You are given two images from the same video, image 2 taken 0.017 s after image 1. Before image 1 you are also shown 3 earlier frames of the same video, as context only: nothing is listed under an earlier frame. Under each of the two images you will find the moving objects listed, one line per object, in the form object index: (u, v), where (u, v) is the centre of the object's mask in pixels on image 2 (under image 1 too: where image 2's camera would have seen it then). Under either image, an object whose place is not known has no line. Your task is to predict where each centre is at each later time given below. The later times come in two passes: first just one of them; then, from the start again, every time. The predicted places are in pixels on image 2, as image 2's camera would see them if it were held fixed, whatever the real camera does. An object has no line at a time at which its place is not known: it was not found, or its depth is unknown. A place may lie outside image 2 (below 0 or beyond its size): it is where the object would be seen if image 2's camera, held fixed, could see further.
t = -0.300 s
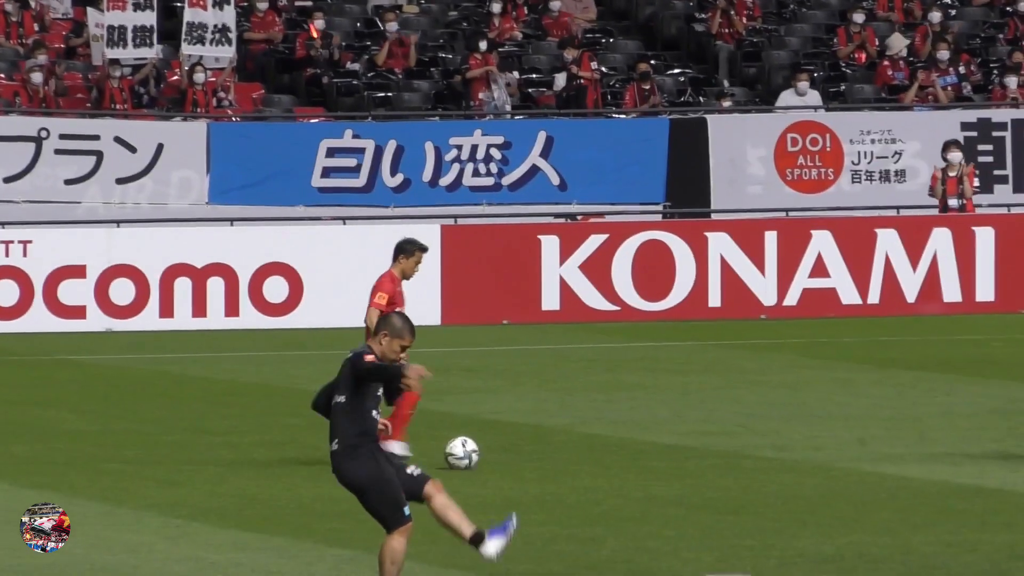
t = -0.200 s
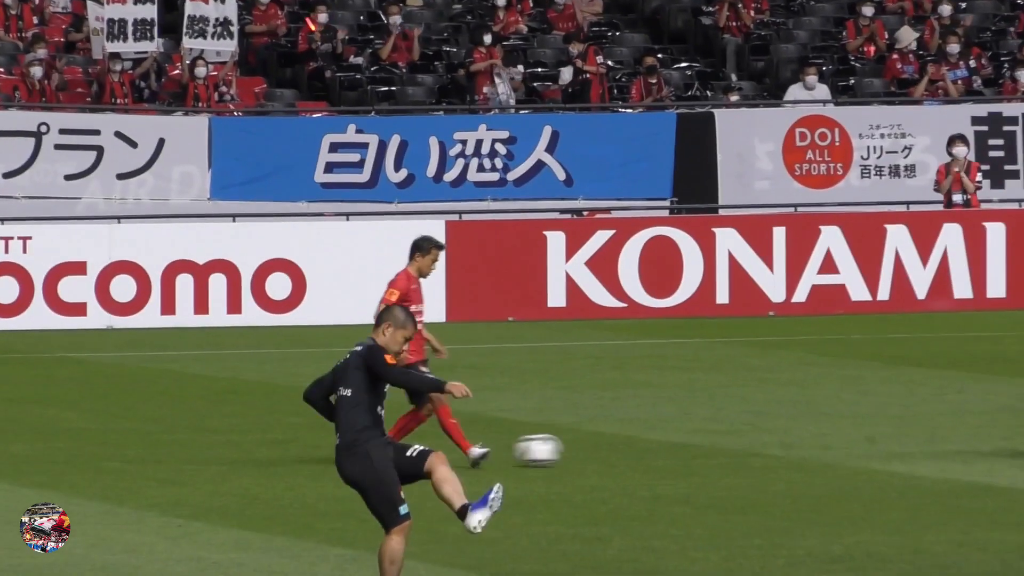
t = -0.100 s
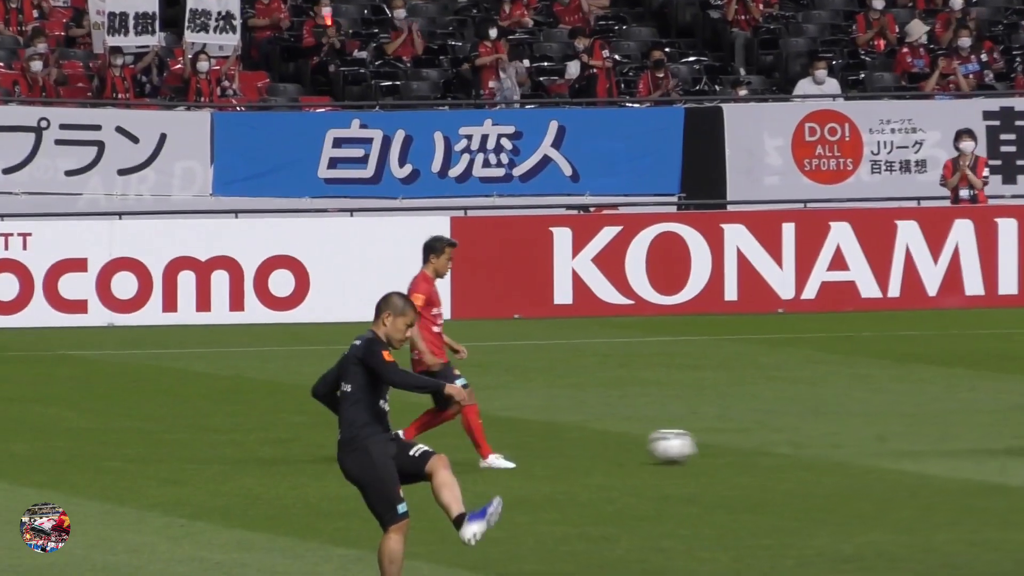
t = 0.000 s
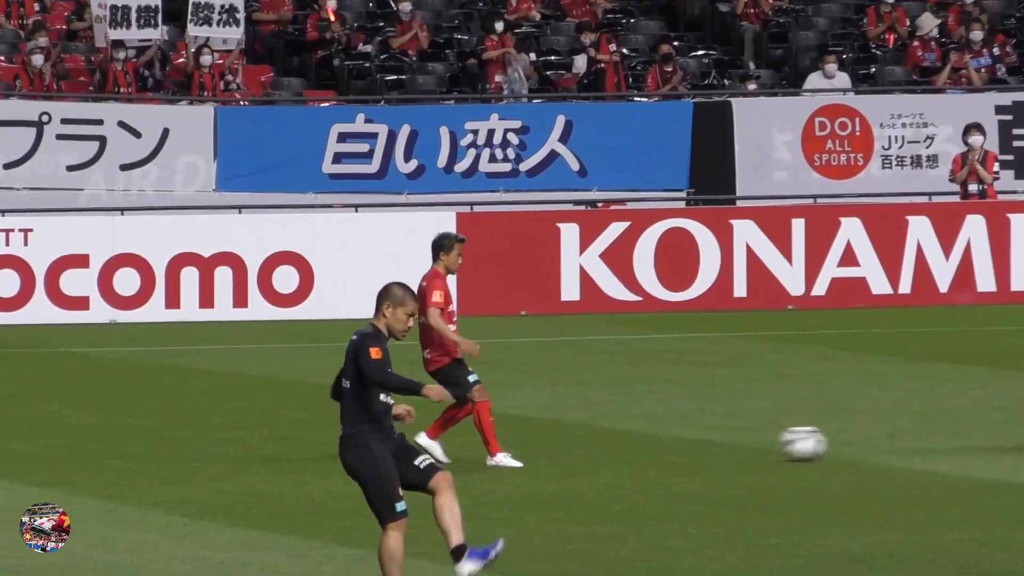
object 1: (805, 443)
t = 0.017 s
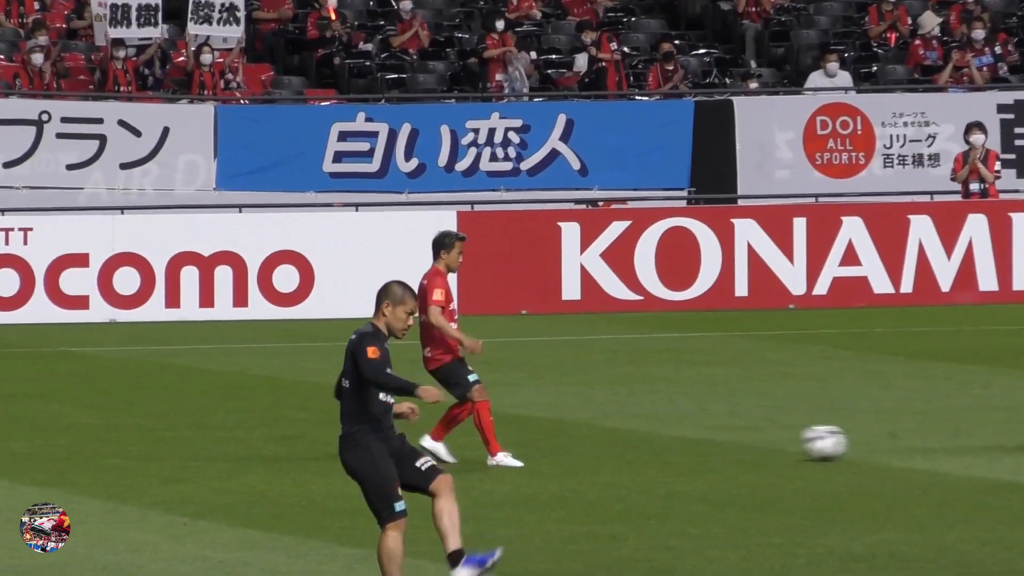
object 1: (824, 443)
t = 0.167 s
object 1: (991, 440)
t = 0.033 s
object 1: (843, 443)
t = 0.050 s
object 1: (863, 443)
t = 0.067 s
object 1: (882, 443)
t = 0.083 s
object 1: (901, 444)
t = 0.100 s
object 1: (920, 444)
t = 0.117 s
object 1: (938, 443)
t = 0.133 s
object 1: (957, 442)
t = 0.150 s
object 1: (973, 441)
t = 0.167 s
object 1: (991, 440)
